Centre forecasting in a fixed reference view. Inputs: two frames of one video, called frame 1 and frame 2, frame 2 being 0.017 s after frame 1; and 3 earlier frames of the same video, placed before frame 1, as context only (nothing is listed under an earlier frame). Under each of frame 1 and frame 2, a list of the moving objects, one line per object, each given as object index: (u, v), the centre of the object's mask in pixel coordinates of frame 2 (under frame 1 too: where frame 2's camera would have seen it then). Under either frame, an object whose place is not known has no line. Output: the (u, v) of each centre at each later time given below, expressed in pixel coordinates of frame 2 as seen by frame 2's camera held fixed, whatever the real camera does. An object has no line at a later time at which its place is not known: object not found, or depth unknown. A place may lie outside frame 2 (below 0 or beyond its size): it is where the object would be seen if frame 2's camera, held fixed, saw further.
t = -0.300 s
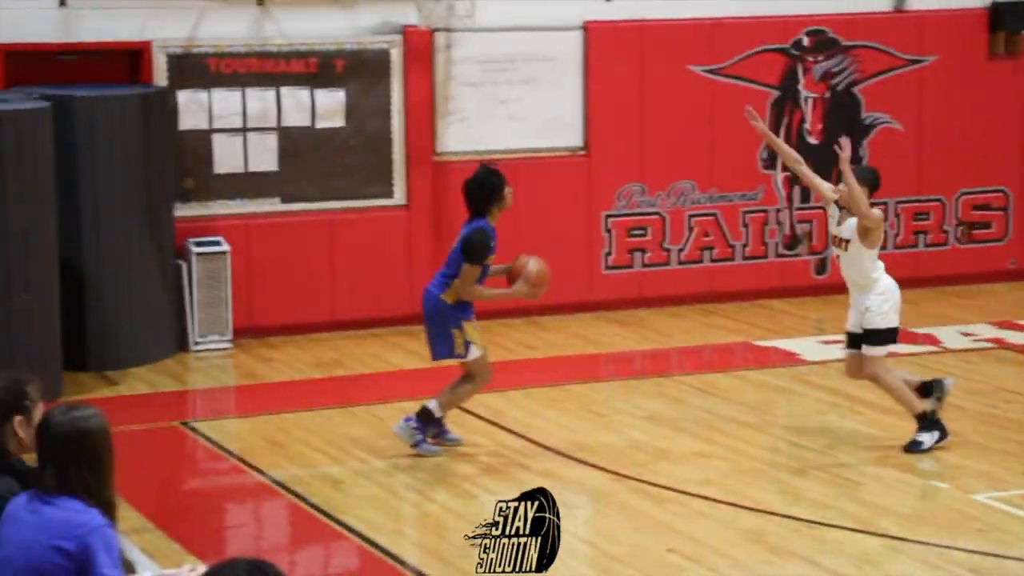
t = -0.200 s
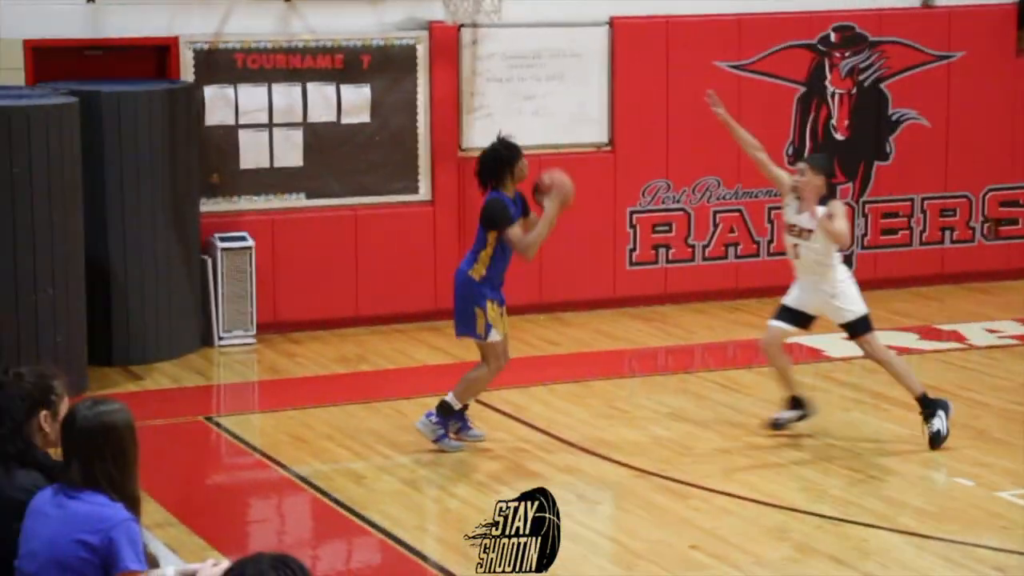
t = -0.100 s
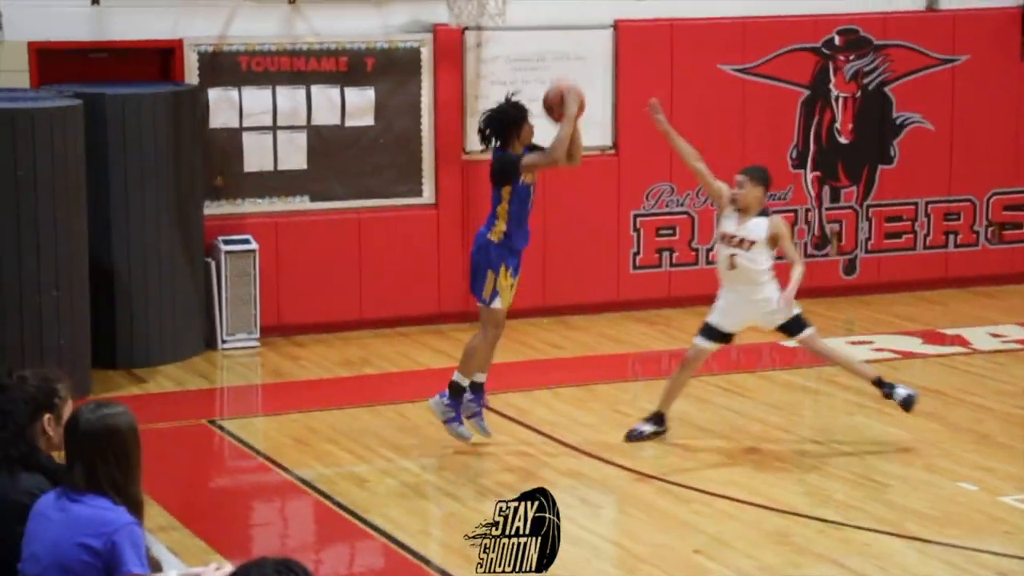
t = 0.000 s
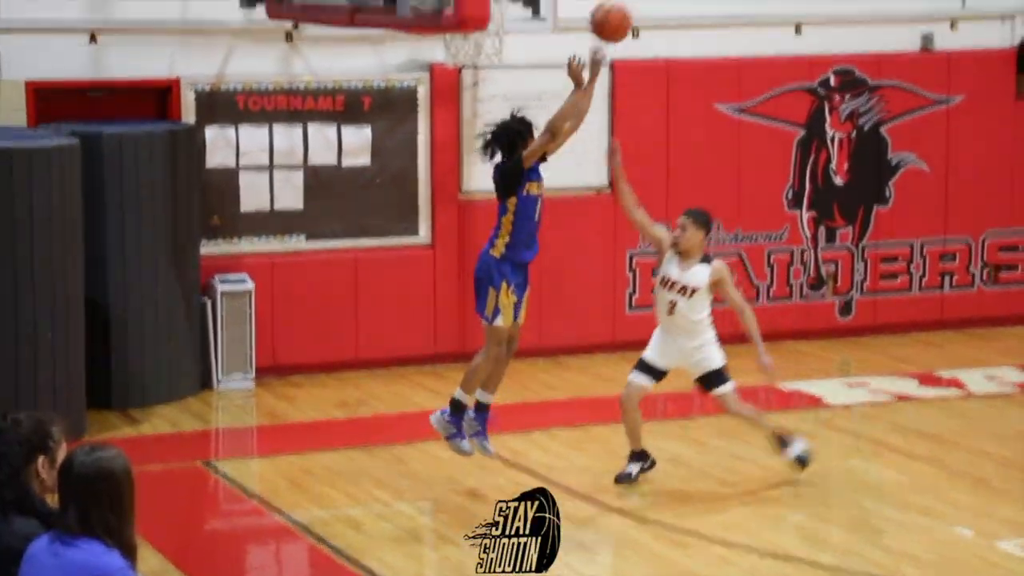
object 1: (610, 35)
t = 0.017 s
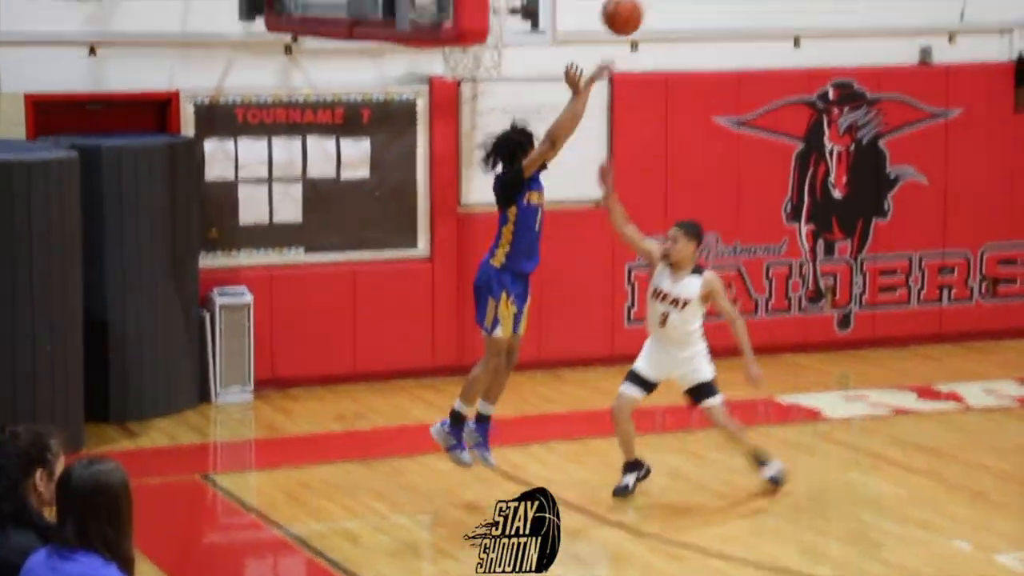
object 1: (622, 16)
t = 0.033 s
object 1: (635, -2)
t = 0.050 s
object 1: (647, -20)
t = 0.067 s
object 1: (659, -39)
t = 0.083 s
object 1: (671, -59)
